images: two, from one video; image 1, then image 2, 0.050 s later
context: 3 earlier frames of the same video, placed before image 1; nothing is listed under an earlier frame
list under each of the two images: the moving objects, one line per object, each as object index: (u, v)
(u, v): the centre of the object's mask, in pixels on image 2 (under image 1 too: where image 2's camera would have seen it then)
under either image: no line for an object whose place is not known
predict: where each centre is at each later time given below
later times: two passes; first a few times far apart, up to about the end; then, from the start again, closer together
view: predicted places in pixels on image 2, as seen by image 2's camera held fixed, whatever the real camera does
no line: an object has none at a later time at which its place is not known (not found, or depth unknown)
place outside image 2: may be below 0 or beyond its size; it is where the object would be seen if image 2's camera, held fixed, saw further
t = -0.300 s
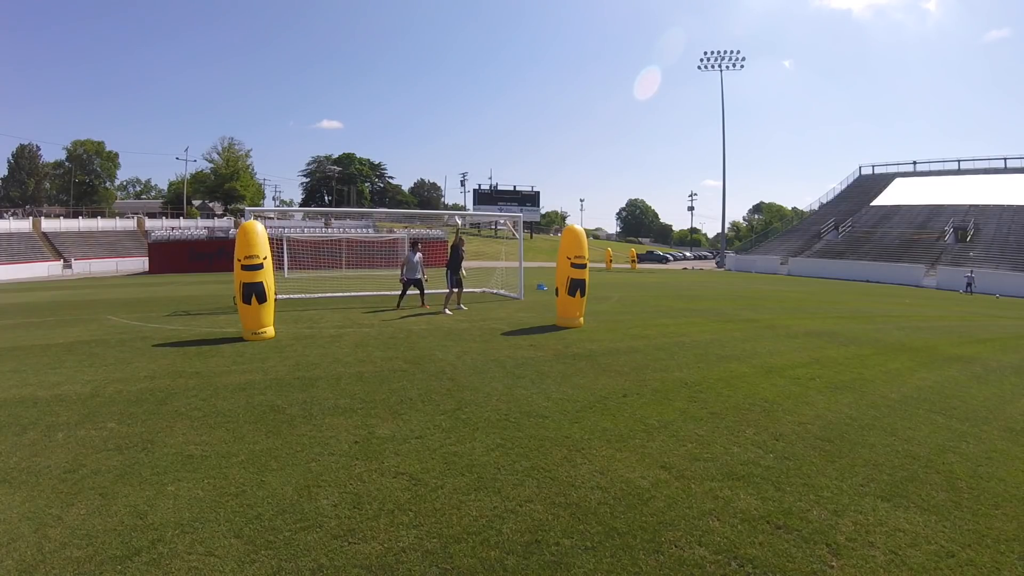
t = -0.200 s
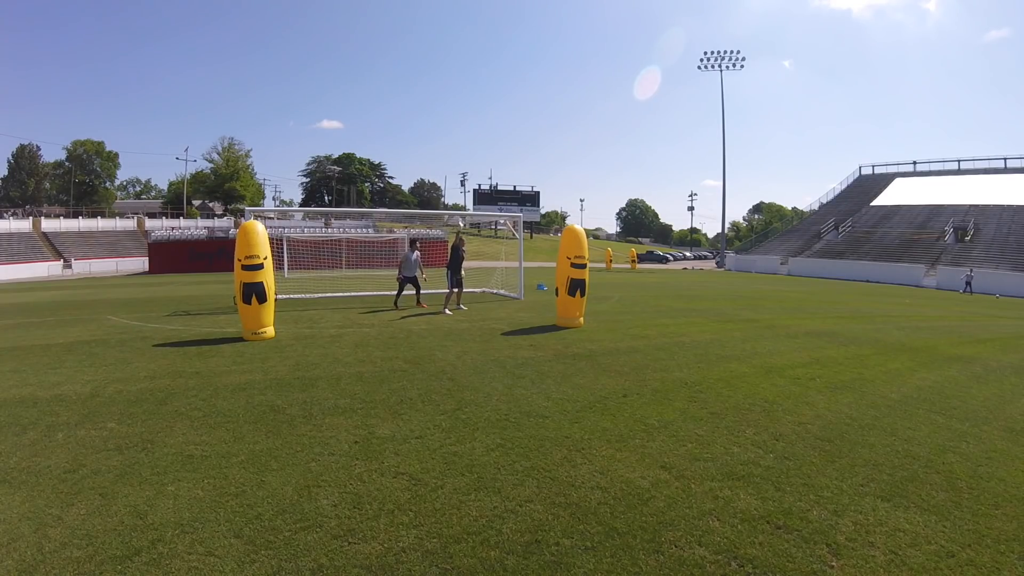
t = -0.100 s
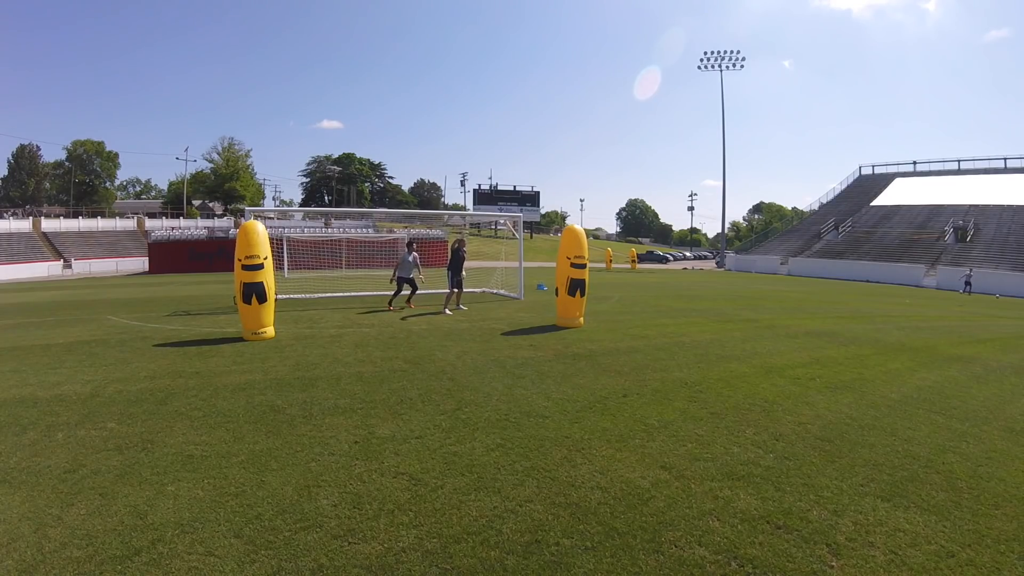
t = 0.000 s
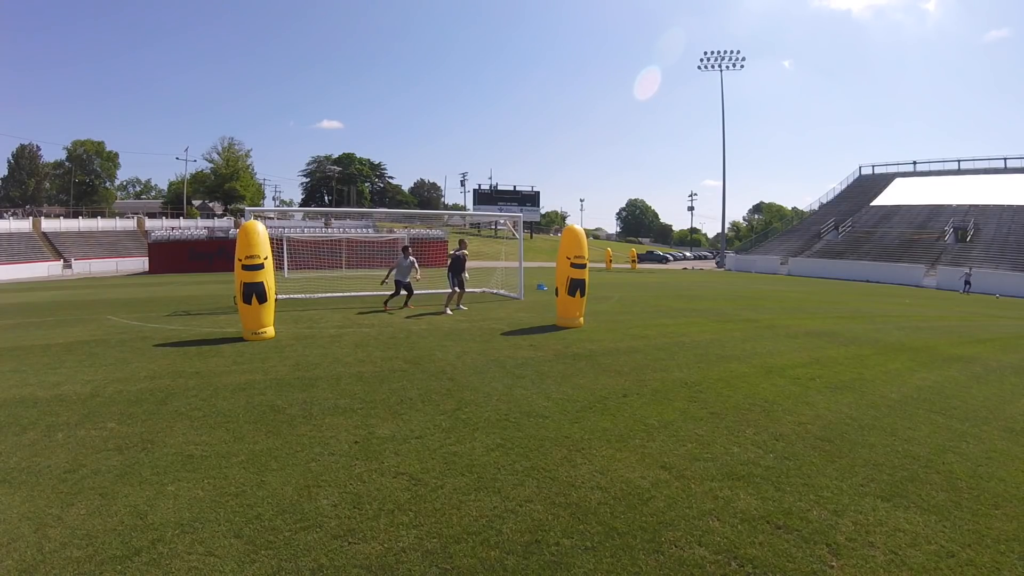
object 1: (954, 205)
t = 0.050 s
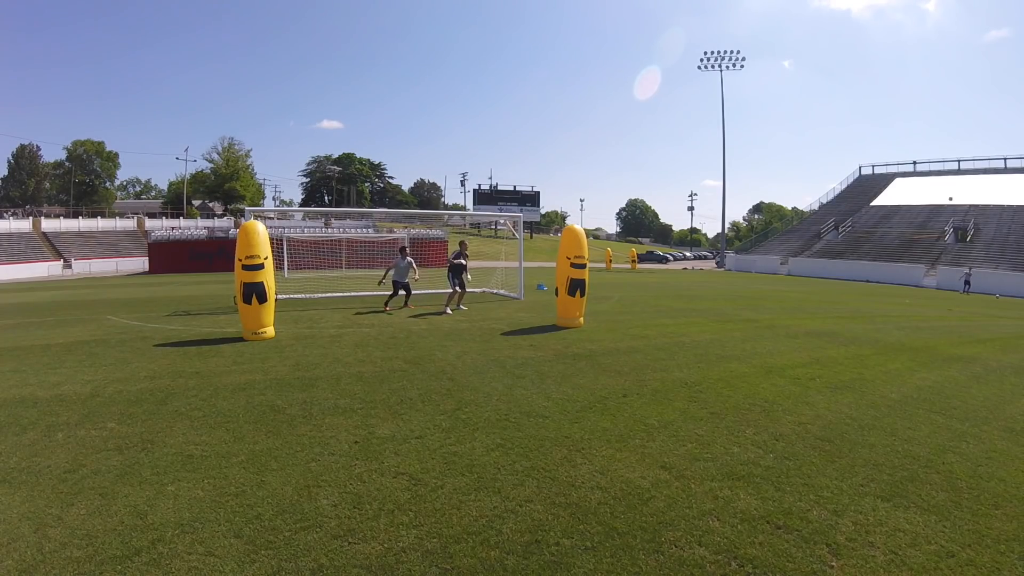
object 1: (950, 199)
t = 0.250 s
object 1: (932, 164)
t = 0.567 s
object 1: (890, 110)
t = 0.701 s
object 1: (865, 88)
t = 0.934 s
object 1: (811, 55)
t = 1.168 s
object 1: (736, 33)
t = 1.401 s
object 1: (634, 30)
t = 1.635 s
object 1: (496, 59)
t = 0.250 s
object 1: (932, 164)
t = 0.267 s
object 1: (930, 161)
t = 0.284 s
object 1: (929, 159)
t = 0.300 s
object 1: (926, 156)
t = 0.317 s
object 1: (924, 153)
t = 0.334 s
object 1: (923, 150)
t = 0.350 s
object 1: (921, 147)
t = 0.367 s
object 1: (919, 144)
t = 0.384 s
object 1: (916, 141)
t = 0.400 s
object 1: (914, 138)
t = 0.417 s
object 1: (912, 136)
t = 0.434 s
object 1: (910, 133)
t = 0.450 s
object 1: (908, 130)
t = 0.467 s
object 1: (905, 127)
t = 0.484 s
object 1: (903, 124)
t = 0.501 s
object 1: (900, 121)
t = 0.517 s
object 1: (898, 118)
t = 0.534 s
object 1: (895, 115)
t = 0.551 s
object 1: (892, 113)
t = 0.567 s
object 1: (890, 110)
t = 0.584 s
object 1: (887, 107)
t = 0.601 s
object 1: (884, 104)
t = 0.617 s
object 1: (881, 102)
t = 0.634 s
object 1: (878, 99)
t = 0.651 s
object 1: (875, 96)
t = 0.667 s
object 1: (872, 93)
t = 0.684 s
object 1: (868, 91)
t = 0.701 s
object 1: (865, 88)
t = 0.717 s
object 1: (862, 86)
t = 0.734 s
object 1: (858, 83)
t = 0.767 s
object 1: (851, 78)
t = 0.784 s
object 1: (848, 76)
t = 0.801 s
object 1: (844, 73)
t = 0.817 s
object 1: (840, 71)
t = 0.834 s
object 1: (836, 69)
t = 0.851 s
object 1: (832, 66)
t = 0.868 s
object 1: (828, 64)
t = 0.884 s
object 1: (824, 62)
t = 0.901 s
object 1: (819, 60)
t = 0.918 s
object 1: (815, 57)
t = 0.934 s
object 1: (811, 55)
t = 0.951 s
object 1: (806, 54)
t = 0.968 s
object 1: (801, 51)
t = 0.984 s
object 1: (797, 50)
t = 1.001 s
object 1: (792, 48)
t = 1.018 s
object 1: (787, 46)
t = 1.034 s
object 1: (782, 44)
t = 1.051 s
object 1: (776, 43)
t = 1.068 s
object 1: (771, 41)
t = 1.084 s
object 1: (766, 40)
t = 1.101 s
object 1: (760, 38)
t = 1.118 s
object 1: (754, 37)
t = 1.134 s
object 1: (748, 35)
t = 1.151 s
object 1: (742, 34)
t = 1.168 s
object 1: (736, 33)
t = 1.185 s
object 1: (730, 32)
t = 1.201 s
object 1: (724, 31)
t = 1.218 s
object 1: (717, 31)
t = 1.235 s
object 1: (710, 30)
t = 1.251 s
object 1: (704, 29)
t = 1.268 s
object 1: (697, 29)
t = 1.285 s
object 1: (689, 28)
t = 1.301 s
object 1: (682, 28)
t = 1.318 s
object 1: (674, 28)
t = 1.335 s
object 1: (667, 28)
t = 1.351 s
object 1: (659, 28)
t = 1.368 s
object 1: (651, 28)
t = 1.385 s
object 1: (642, 29)
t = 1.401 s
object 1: (634, 30)
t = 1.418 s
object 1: (625, 30)
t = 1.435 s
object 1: (617, 31)
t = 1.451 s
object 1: (607, 33)
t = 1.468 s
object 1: (598, 34)
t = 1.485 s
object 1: (589, 36)
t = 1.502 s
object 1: (579, 37)
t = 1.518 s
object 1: (570, 39)
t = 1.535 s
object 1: (560, 41)
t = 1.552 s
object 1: (549, 44)
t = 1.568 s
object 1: (539, 47)
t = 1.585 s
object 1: (528, 49)
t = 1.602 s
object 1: (518, 52)
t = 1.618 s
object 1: (507, 56)
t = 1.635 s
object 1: (496, 59)
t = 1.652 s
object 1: (484, 63)
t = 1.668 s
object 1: (473, 67)
